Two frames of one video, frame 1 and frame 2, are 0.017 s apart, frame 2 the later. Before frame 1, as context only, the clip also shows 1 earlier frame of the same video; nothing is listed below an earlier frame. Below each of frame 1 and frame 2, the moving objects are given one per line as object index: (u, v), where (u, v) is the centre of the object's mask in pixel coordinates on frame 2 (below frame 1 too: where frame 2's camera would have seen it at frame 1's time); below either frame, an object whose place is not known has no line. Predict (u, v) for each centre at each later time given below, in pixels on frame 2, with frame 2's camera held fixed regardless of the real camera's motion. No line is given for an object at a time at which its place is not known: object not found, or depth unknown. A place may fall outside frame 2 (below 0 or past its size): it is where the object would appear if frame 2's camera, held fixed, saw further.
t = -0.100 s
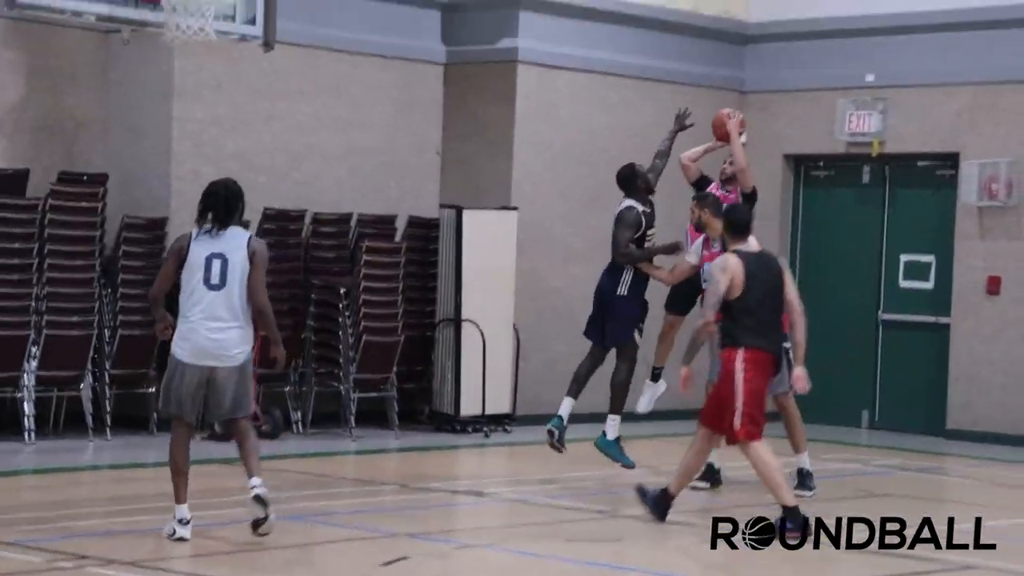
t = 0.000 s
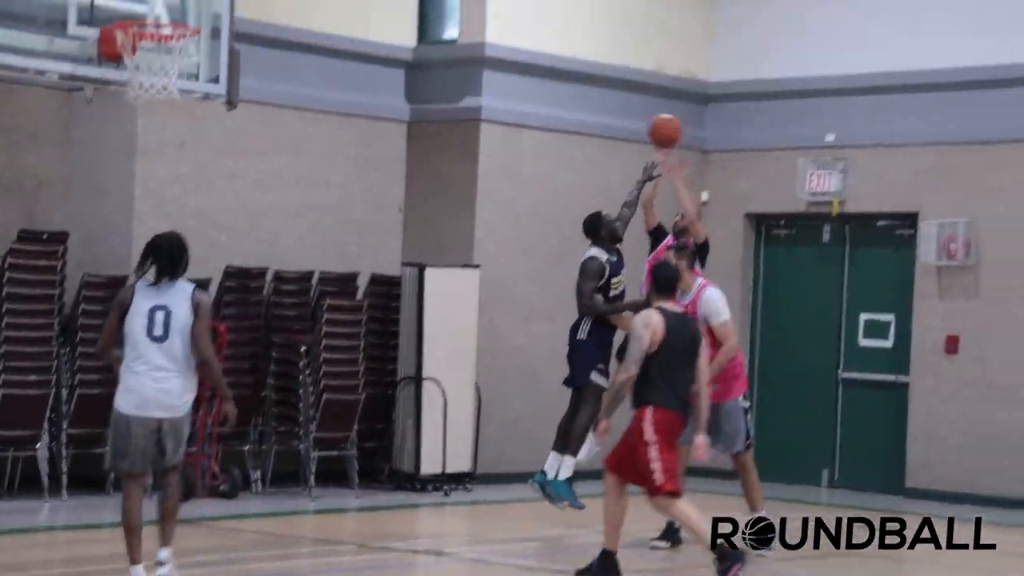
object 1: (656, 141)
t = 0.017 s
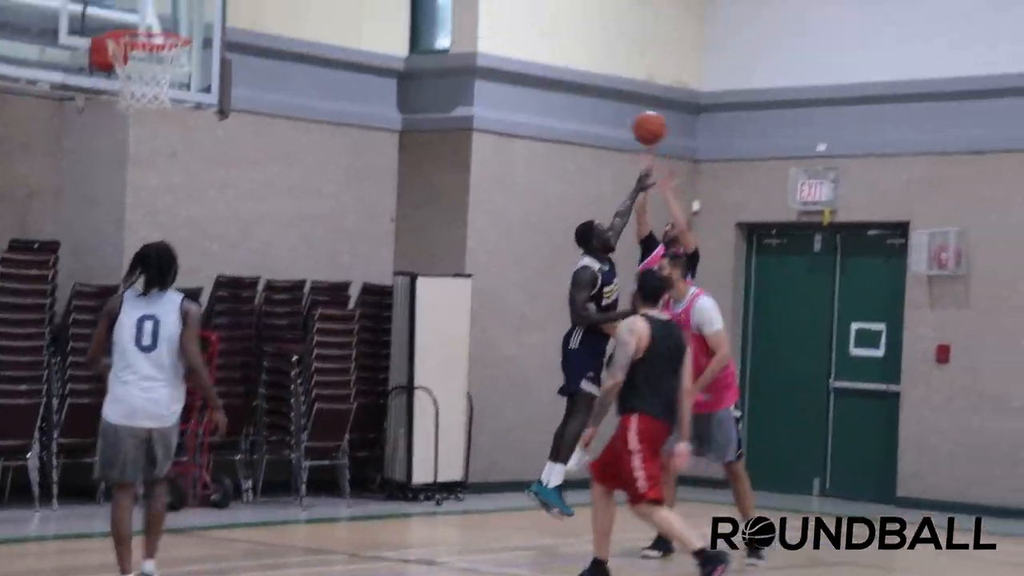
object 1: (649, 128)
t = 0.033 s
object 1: (642, 115)
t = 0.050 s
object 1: (634, 104)
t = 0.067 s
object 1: (628, 92)
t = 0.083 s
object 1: (620, 81)
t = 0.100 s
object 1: (612, 70)
